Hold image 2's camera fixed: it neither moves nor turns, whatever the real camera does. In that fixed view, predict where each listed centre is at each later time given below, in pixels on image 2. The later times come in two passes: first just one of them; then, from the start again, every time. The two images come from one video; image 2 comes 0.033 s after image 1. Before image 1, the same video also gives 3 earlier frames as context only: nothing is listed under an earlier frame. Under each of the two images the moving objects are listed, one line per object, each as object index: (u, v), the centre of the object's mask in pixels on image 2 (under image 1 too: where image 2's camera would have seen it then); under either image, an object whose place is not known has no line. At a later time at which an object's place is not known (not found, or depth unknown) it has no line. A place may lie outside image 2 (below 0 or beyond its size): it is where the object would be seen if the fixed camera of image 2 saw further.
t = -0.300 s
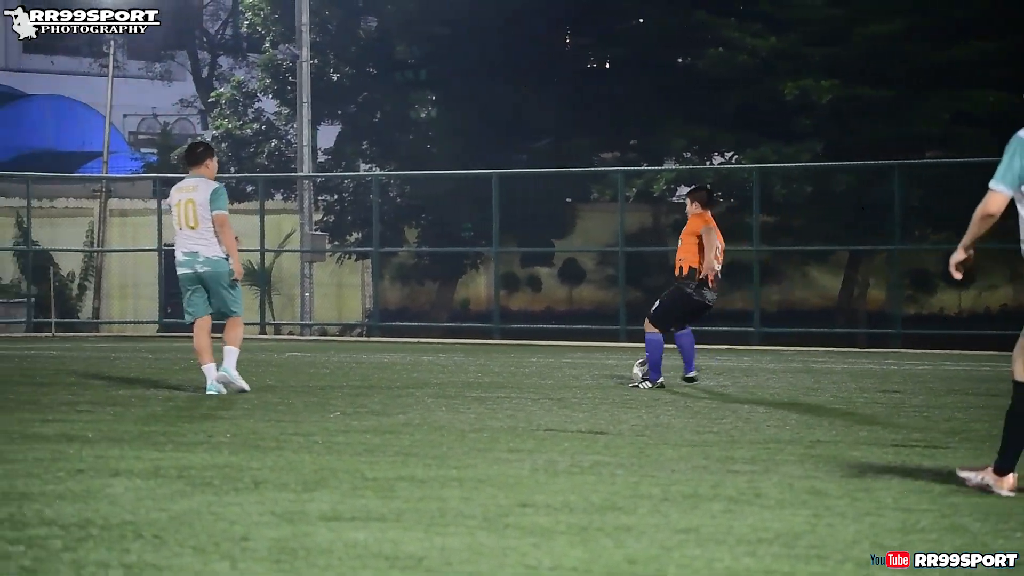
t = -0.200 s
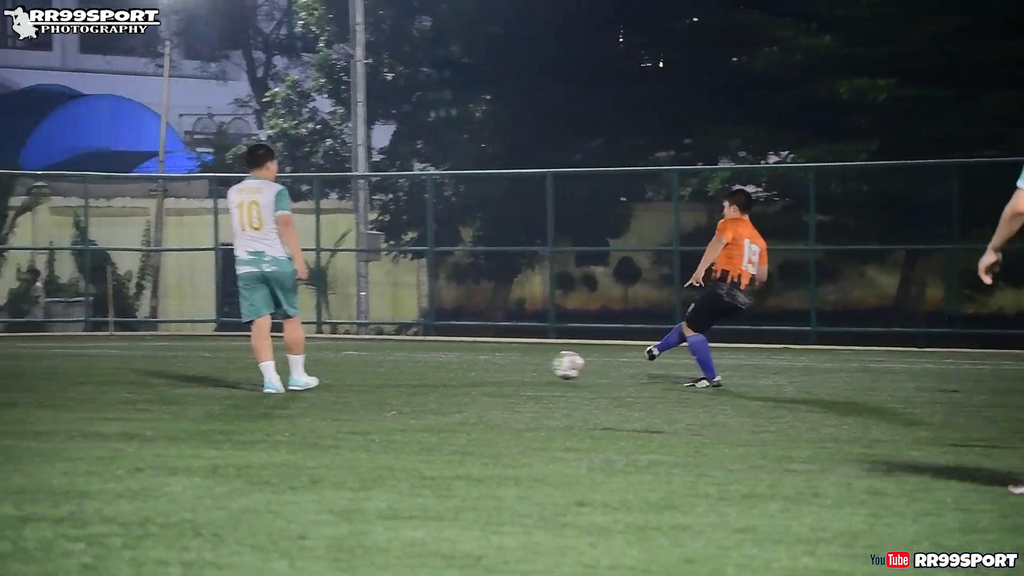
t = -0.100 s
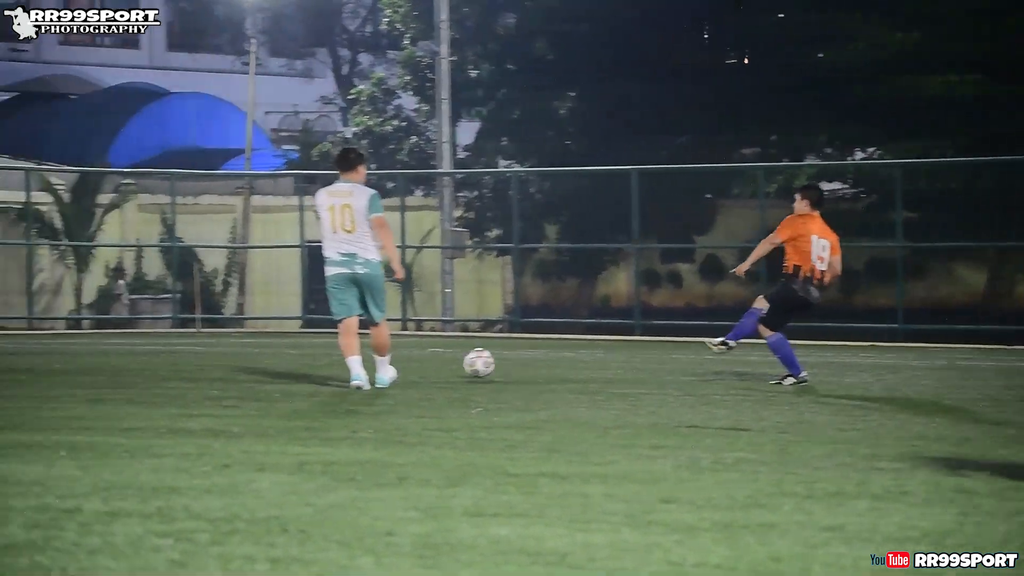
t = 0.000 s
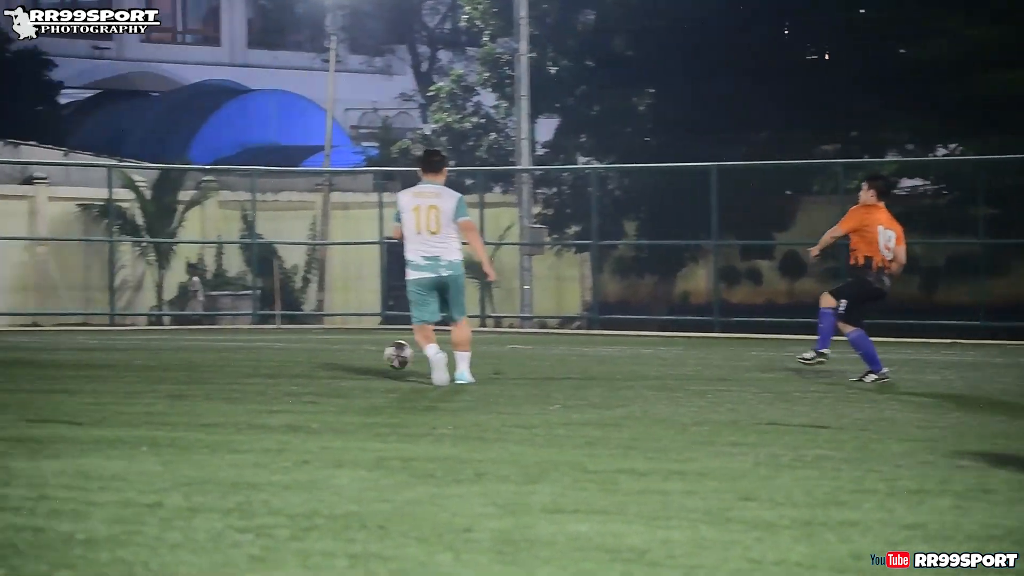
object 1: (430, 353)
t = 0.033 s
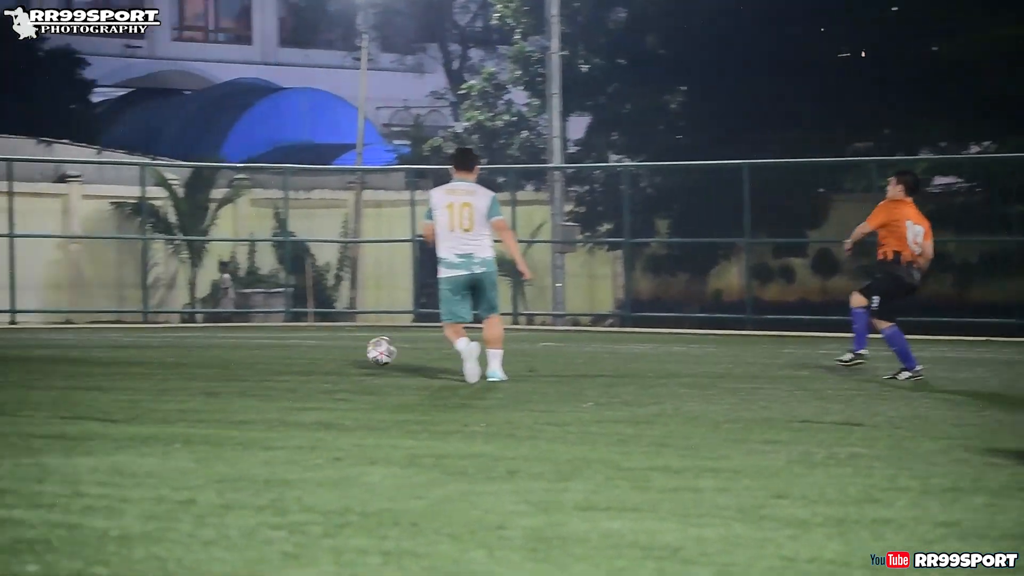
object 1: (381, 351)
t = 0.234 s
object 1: (103, 351)
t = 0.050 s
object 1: (357, 350)
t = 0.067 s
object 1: (332, 351)
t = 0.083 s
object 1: (308, 351)
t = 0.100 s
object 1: (283, 352)
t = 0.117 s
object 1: (260, 354)
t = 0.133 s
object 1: (235, 355)
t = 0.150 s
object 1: (212, 356)
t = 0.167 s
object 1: (191, 355)
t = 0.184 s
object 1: (170, 353)
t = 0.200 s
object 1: (147, 352)
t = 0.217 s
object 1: (126, 350)
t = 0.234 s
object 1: (103, 351)
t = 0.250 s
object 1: (81, 350)
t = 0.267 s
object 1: (59, 351)
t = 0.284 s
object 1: (37, 352)
